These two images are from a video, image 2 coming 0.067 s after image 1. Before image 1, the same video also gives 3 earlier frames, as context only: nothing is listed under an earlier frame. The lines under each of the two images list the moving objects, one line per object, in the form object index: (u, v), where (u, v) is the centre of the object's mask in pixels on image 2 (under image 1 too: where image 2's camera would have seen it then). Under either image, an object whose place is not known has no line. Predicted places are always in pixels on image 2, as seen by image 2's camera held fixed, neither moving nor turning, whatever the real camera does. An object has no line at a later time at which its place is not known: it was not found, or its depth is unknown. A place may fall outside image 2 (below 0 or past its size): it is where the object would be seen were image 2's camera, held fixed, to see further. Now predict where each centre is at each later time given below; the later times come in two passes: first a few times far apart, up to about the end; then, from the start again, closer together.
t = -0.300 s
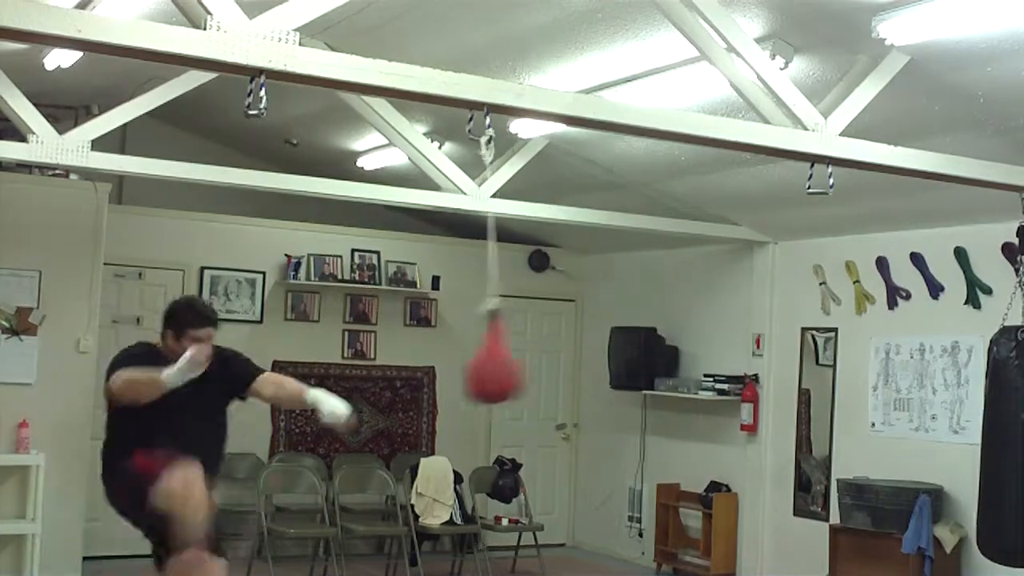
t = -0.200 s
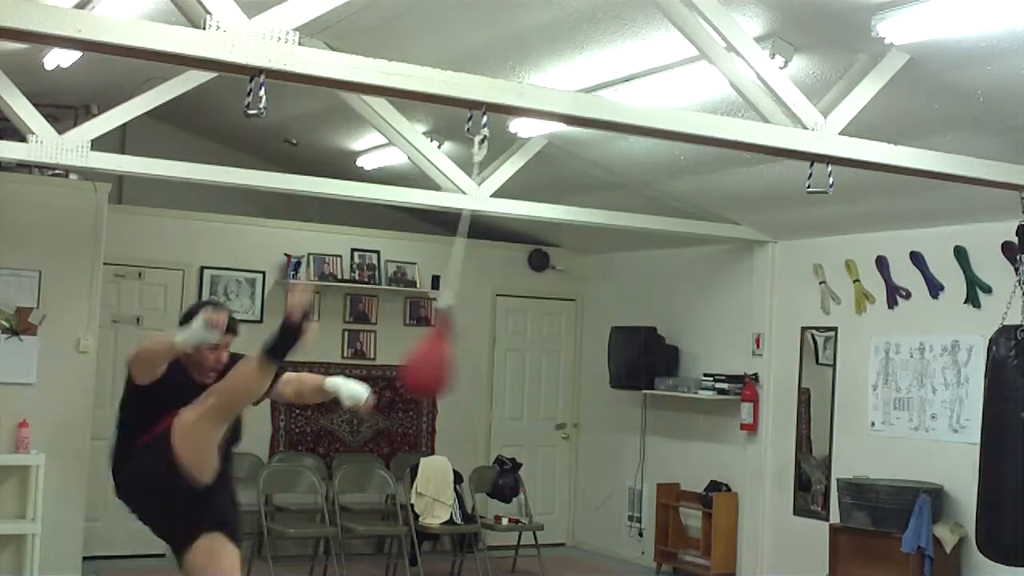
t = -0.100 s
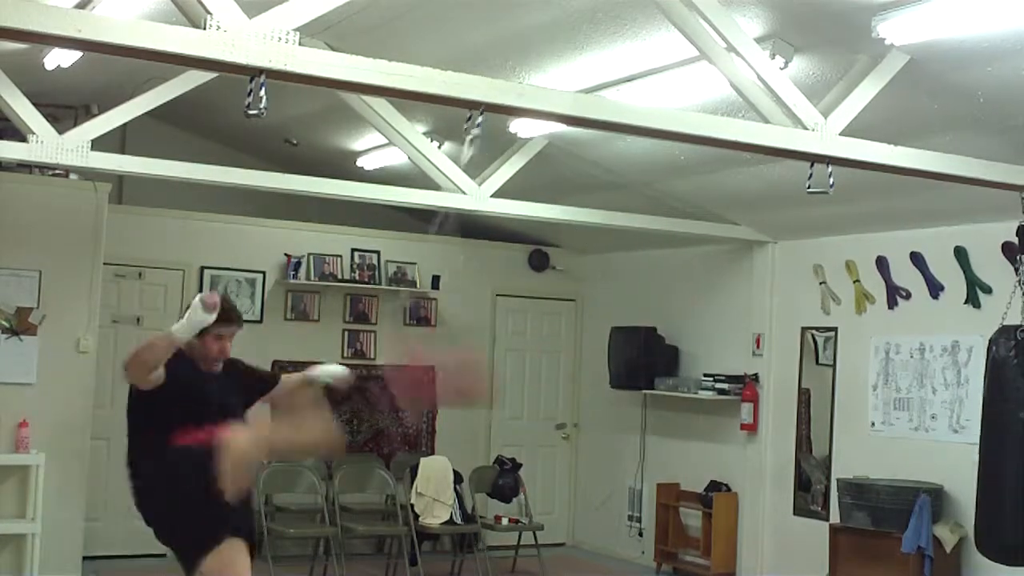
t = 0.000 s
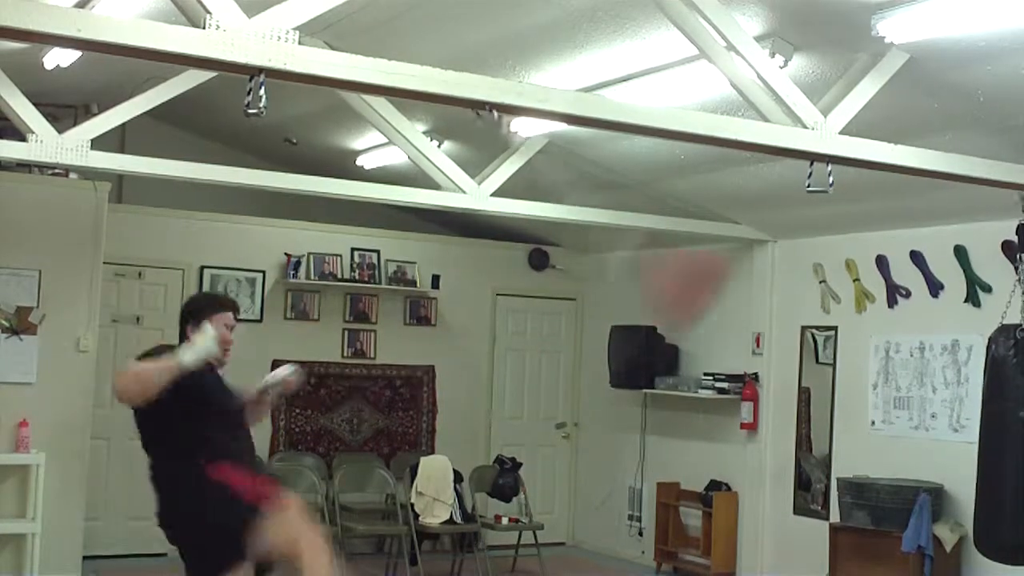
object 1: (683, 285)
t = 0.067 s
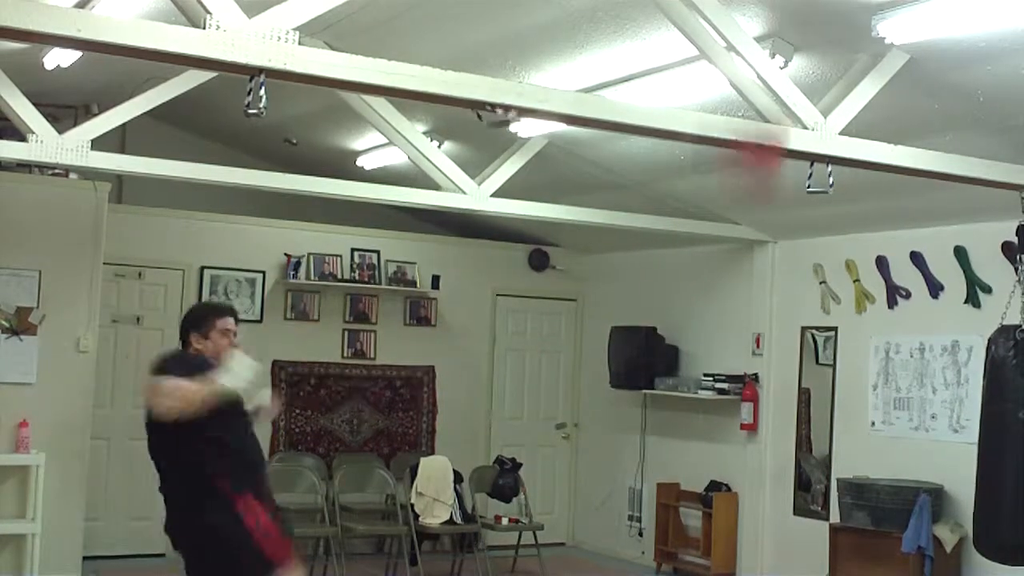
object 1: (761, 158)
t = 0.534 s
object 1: (365, 92)
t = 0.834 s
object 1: (428, 354)
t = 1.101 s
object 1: (585, 294)
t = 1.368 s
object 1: (632, 211)
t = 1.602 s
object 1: (617, 254)
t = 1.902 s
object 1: (502, 369)
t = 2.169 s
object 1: (338, 293)
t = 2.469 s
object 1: (275, 217)
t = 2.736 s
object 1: (323, 308)
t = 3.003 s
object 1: (491, 368)
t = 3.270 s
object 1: (624, 308)
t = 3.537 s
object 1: (654, 280)
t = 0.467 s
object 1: (417, 30)
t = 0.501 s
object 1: (392, 59)
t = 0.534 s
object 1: (365, 92)
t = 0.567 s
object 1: (340, 134)
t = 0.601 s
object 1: (322, 173)
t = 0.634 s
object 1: (303, 225)
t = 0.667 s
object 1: (316, 250)
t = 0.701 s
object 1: (340, 269)
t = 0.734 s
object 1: (366, 291)
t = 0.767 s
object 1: (386, 310)
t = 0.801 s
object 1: (407, 329)
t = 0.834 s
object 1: (428, 354)
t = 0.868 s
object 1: (451, 372)
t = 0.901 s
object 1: (474, 365)
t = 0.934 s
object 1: (496, 350)
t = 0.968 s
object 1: (519, 340)
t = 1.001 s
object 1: (540, 328)
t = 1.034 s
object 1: (559, 320)
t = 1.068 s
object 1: (574, 311)
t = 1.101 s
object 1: (585, 294)
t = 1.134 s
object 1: (593, 277)
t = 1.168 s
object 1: (600, 262)
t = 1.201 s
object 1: (608, 248)
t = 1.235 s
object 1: (613, 237)
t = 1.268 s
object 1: (619, 227)
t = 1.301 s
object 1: (625, 221)
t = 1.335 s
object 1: (630, 216)
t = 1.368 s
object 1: (632, 211)
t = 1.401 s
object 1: (632, 210)
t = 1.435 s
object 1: (630, 211)
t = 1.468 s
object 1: (627, 213)
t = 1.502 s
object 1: (623, 218)
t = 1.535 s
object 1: (621, 228)
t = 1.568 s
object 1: (619, 244)
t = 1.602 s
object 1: (617, 254)
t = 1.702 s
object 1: (603, 309)
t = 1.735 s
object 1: (593, 328)
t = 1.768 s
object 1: (578, 342)
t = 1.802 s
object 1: (565, 351)
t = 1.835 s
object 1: (546, 355)
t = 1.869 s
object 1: (525, 364)
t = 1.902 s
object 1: (502, 369)
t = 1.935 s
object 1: (481, 373)
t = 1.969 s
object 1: (460, 374)
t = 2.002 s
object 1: (437, 360)
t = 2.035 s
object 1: (414, 350)
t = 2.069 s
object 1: (394, 335)
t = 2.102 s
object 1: (373, 322)
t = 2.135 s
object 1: (353, 309)
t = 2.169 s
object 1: (338, 293)
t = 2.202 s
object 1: (321, 278)
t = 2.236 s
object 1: (315, 261)
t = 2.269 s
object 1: (306, 246)
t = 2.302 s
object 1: (299, 233)
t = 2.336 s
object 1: (292, 224)
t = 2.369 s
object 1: (286, 218)
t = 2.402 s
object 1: (281, 215)
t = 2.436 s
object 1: (278, 215)
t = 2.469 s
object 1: (275, 217)
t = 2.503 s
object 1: (275, 221)
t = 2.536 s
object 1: (275, 227)
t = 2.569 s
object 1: (279, 235)
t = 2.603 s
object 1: (286, 247)
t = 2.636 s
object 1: (292, 260)
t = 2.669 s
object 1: (301, 276)
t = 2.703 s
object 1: (308, 294)
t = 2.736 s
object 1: (323, 308)
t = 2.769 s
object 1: (338, 327)
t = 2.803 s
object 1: (358, 340)
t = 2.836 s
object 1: (377, 352)
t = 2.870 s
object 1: (400, 364)
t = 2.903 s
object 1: (423, 371)
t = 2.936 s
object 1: (446, 374)
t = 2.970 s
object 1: (469, 373)
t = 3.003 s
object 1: (491, 368)
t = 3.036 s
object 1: (513, 365)
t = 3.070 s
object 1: (533, 360)
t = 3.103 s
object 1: (553, 351)
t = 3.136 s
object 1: (571, 343)
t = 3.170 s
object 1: (588, 335)
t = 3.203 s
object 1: (602, 324)
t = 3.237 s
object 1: (614, 315)
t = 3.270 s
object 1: (624, 308)
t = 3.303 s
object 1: (633, 300)
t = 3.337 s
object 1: (640, 292)
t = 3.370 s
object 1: (646, 286)
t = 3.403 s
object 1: (652, 282)
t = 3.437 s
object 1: (655, 279)
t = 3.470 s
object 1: (653, 276)
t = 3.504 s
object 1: (655, 278)
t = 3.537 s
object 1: (654, 280)
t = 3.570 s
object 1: (651, 284)
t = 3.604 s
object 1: (648, 292)
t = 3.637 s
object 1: (643, 300)
